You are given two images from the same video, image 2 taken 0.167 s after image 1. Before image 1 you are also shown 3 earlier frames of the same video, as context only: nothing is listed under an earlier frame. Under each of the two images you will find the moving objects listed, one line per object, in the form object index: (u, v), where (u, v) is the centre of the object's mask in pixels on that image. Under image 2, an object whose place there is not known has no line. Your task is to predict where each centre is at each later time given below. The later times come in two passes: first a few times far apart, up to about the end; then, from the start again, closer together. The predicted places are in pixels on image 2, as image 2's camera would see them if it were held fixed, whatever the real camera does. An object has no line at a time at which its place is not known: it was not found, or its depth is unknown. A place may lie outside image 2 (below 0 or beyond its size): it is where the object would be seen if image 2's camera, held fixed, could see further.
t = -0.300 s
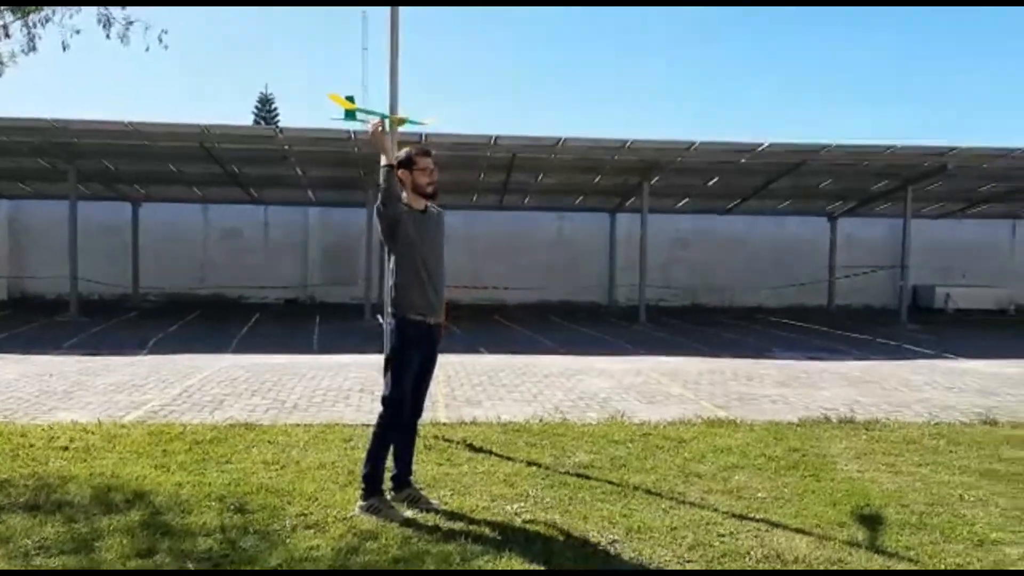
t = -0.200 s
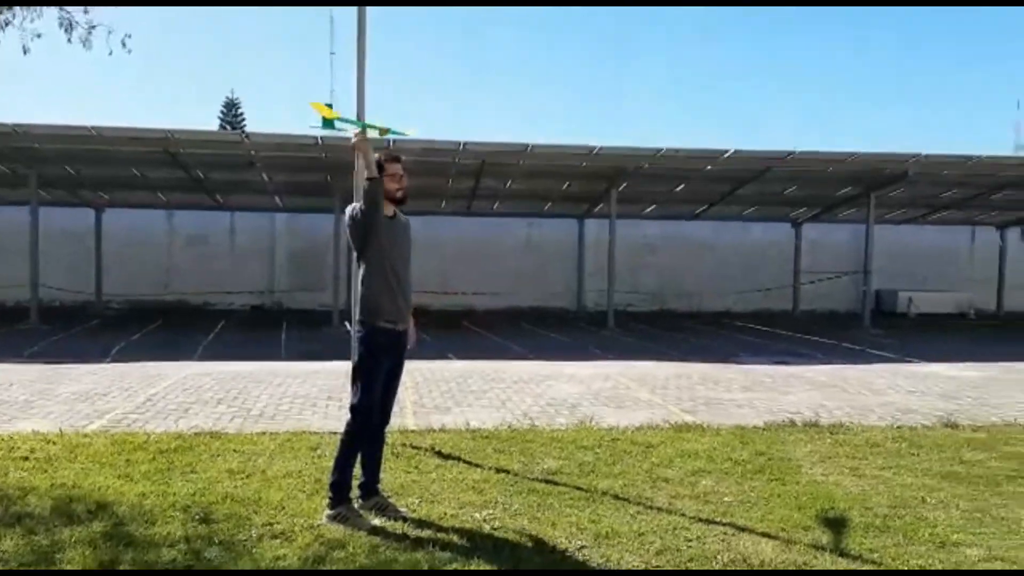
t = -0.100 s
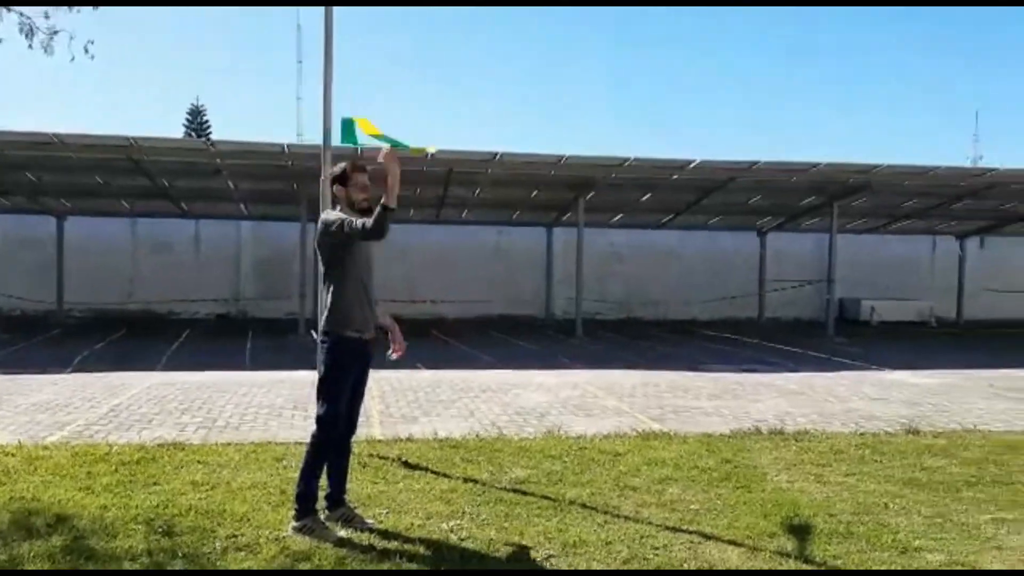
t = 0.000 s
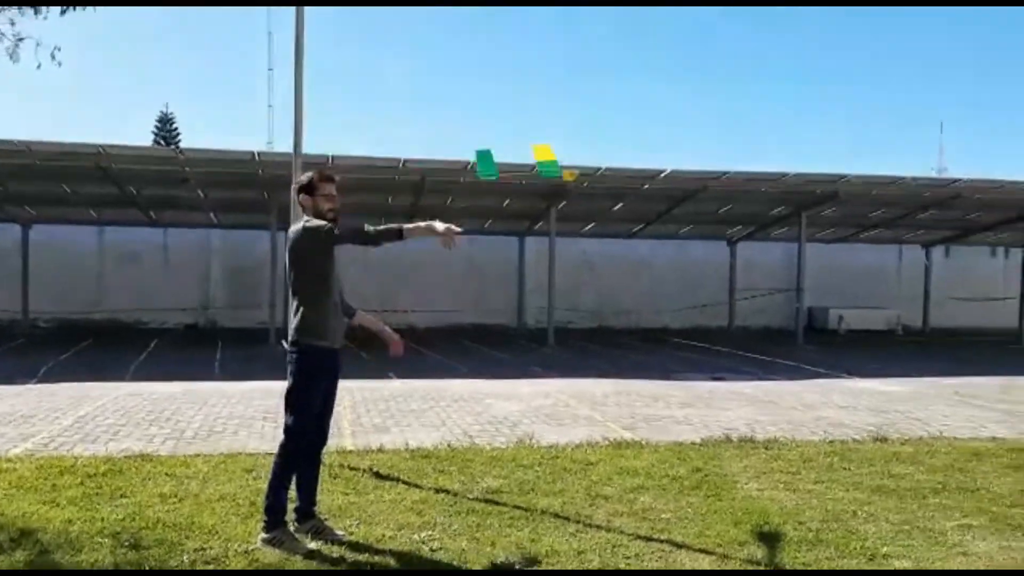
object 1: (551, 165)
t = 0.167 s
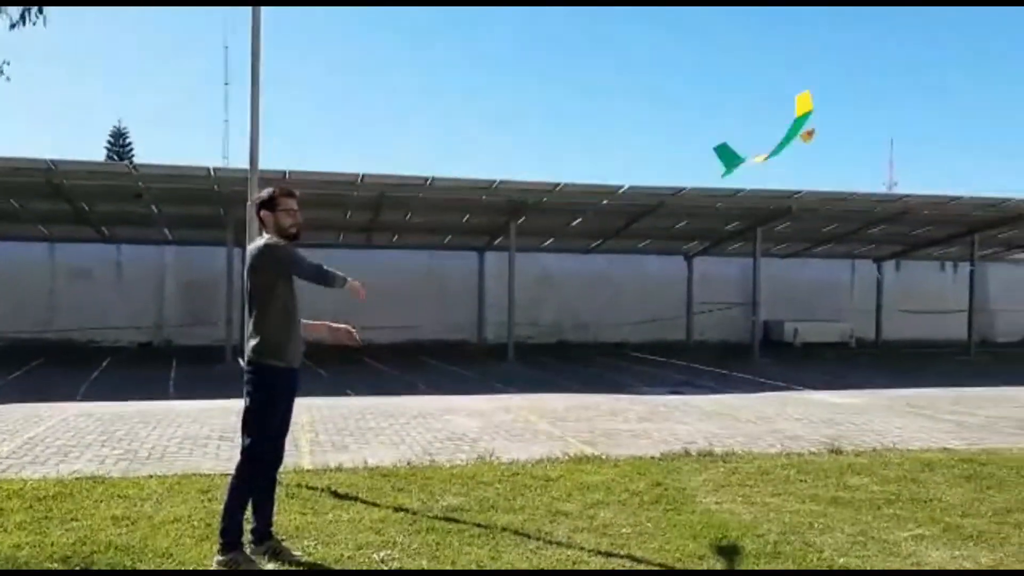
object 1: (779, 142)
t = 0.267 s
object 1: (902, 76)
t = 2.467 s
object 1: (623, 237)
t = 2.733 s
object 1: (616, 254)
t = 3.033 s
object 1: (616, 292)
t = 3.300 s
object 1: (624, 337)
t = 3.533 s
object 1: (625, 378)
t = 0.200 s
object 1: (825, 123)
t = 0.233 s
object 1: (868, 99)
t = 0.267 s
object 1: (902, 76)
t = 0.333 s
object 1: (924, 58)
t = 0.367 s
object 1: (965, 26)
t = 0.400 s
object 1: (972, 16)
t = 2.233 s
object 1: (644, 228)
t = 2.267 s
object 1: (641, 230)
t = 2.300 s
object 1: (636, 230)
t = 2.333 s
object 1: (632, 232)
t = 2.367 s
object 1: (629, 232)
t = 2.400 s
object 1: (626, 233)
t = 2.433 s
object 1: (624, 236)
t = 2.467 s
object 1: (623, 237)
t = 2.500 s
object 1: (621, 238)
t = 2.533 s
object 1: (619, 240)
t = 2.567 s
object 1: (618, 242)
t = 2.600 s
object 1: (617, 243)
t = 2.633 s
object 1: (623, 249)
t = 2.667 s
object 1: (616, 249)
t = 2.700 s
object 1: (616, 251)
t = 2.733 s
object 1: (616, 254)
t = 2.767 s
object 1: (615, 257)
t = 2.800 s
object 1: (614, 261)
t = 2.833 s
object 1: (615, 264)
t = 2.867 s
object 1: (621, 271)
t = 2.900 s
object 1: (612, 274)
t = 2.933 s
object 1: (612, 278)
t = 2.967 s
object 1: (613, 282)
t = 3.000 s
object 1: (614, 286)
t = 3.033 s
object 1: (616, 292)
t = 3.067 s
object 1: (616, 297)
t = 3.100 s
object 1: (616, 302)
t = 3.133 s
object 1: (618, 307)
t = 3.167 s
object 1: (619, 314)
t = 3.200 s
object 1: (620, 320)
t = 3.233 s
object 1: (622, 325)
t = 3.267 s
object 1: (624, 332)
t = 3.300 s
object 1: (624, 337)
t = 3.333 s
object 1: (624, 343)
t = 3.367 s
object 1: (625, 349)
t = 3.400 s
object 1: (625, 354)
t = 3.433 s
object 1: (625, 361)
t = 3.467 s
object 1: (626, 368)
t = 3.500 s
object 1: (625, 373)
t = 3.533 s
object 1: (625, 378)
